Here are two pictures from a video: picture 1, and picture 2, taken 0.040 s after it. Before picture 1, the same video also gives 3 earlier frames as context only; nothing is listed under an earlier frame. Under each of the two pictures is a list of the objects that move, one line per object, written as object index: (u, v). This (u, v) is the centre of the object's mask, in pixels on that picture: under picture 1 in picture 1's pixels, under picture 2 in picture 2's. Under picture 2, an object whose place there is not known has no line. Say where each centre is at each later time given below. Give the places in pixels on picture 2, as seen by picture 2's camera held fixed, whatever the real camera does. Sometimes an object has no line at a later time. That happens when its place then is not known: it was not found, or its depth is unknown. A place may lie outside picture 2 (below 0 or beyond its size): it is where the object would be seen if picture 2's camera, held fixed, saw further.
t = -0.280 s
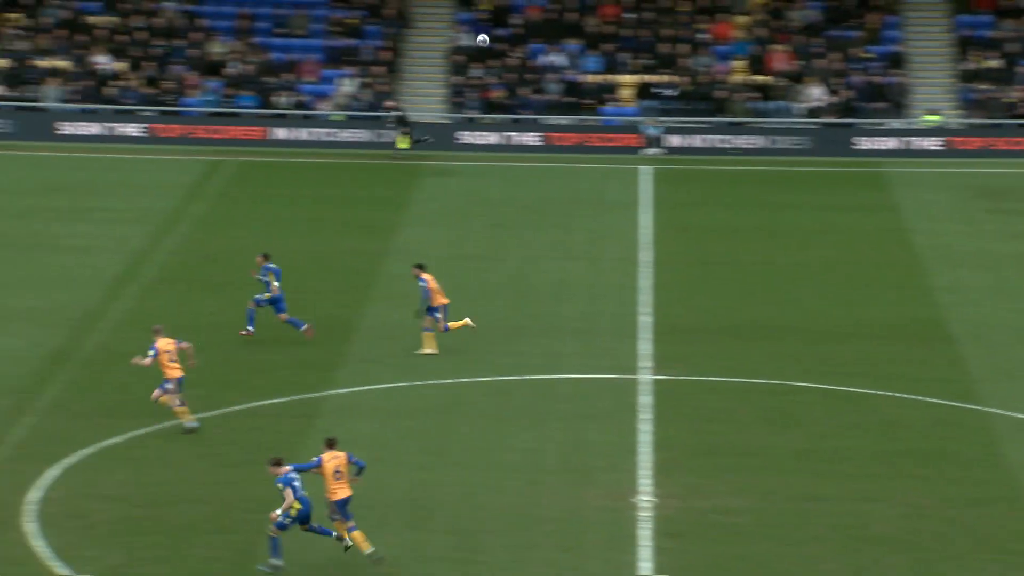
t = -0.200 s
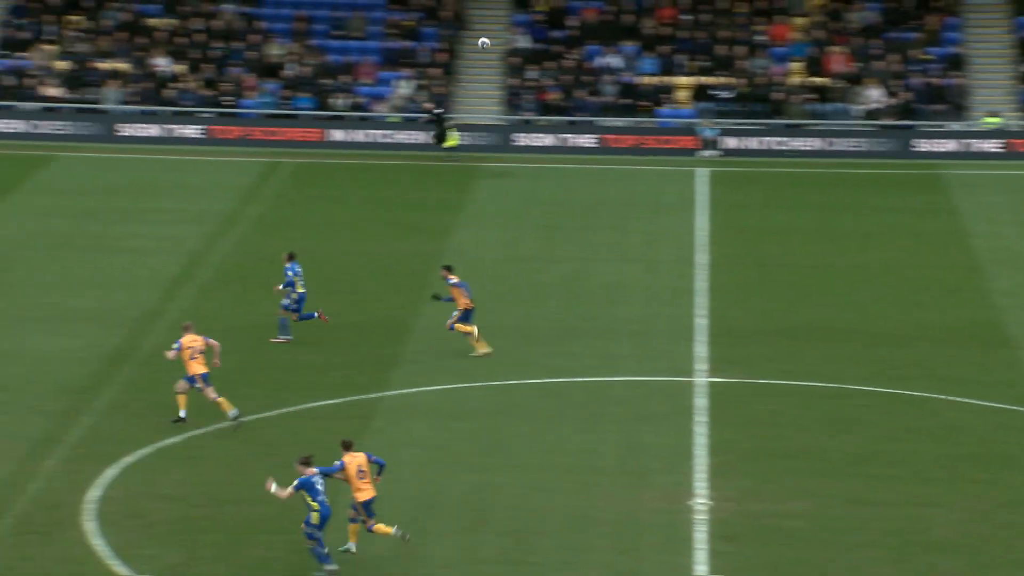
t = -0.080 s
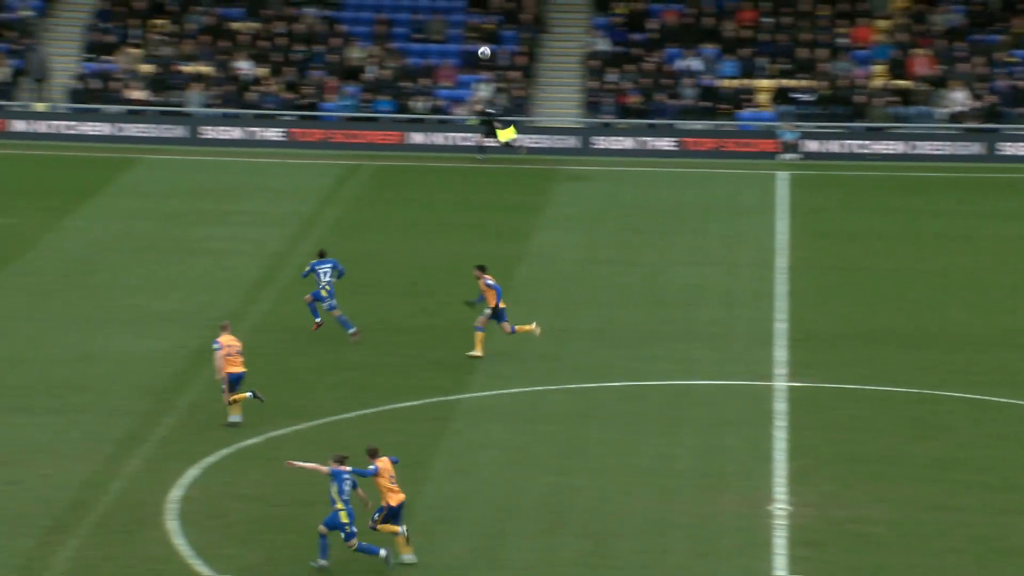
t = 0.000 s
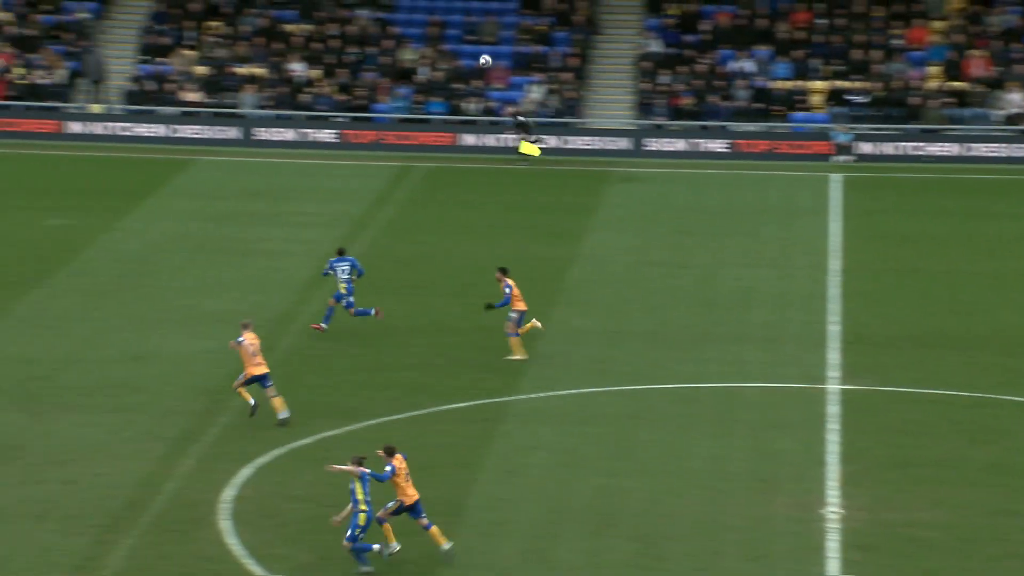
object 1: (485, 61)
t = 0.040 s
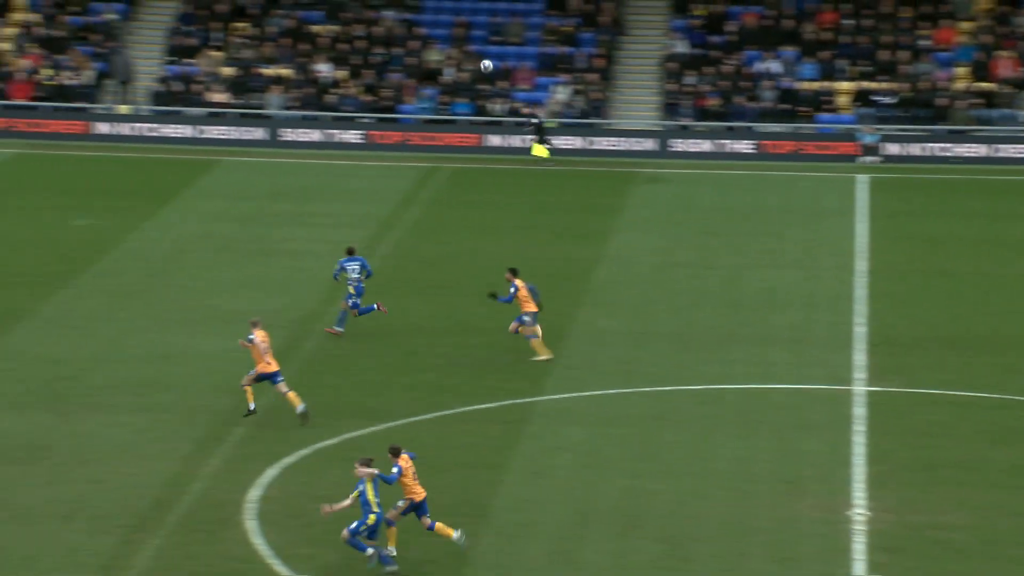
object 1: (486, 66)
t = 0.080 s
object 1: (464, 70)
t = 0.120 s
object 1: (442, 76)
